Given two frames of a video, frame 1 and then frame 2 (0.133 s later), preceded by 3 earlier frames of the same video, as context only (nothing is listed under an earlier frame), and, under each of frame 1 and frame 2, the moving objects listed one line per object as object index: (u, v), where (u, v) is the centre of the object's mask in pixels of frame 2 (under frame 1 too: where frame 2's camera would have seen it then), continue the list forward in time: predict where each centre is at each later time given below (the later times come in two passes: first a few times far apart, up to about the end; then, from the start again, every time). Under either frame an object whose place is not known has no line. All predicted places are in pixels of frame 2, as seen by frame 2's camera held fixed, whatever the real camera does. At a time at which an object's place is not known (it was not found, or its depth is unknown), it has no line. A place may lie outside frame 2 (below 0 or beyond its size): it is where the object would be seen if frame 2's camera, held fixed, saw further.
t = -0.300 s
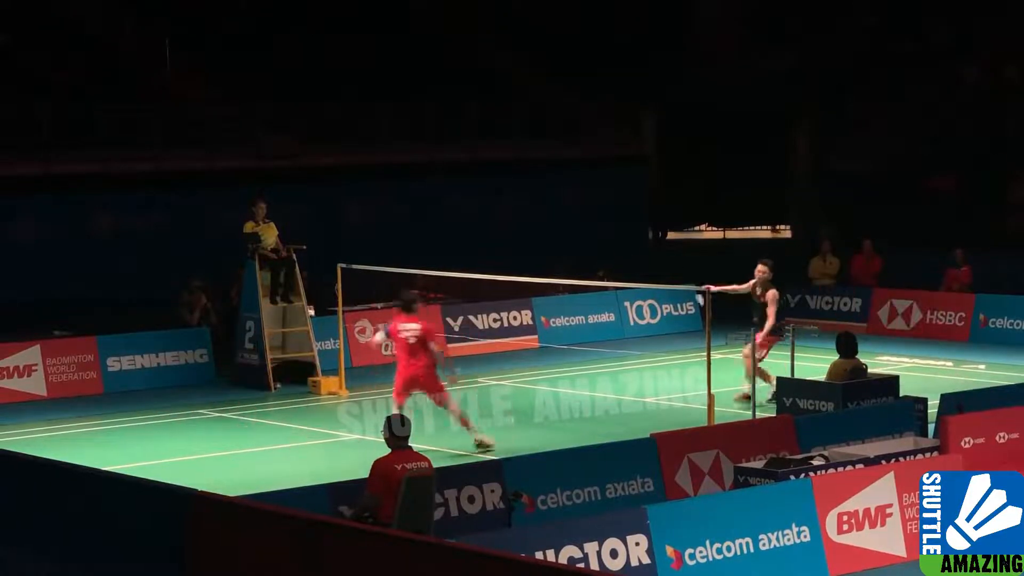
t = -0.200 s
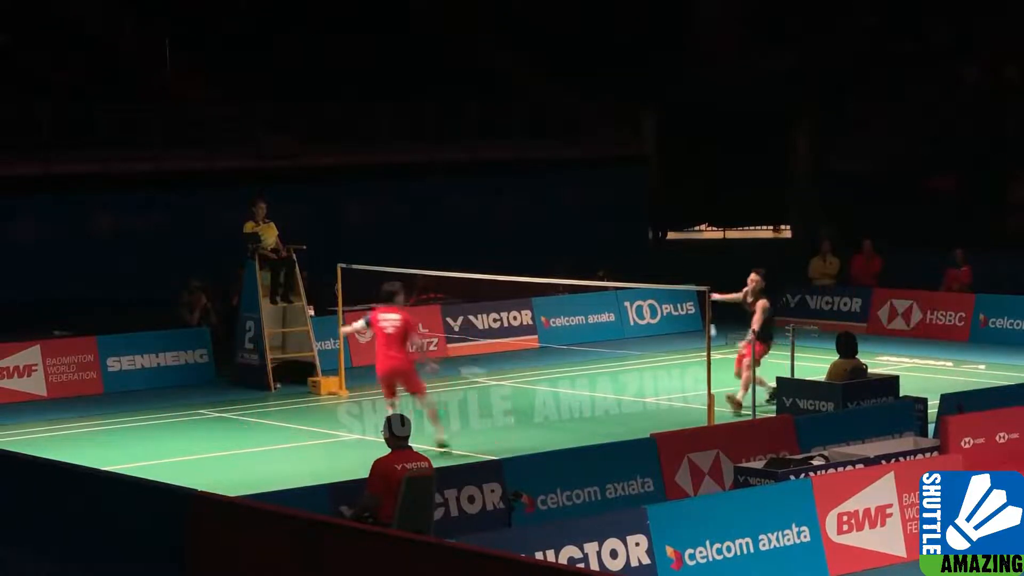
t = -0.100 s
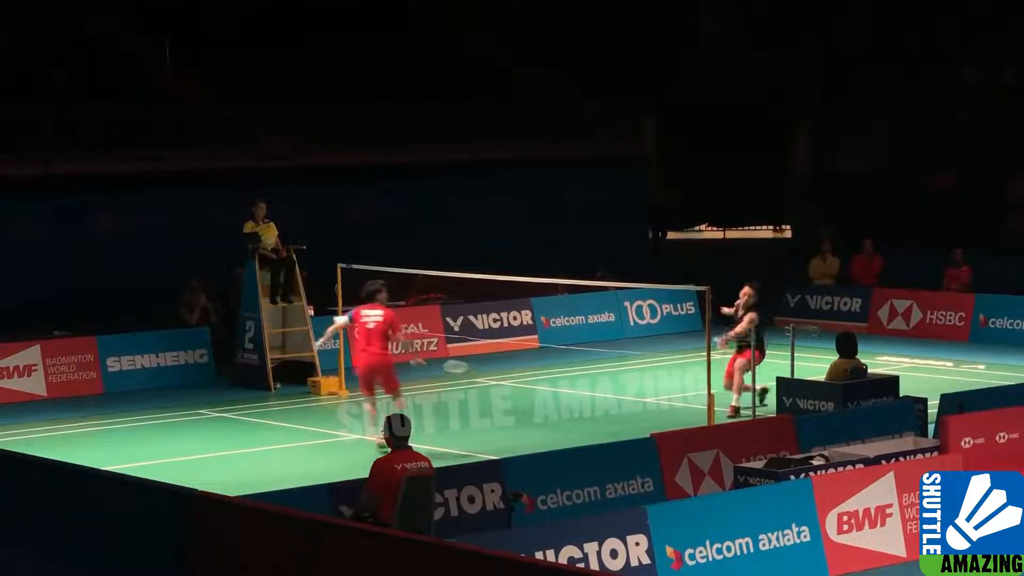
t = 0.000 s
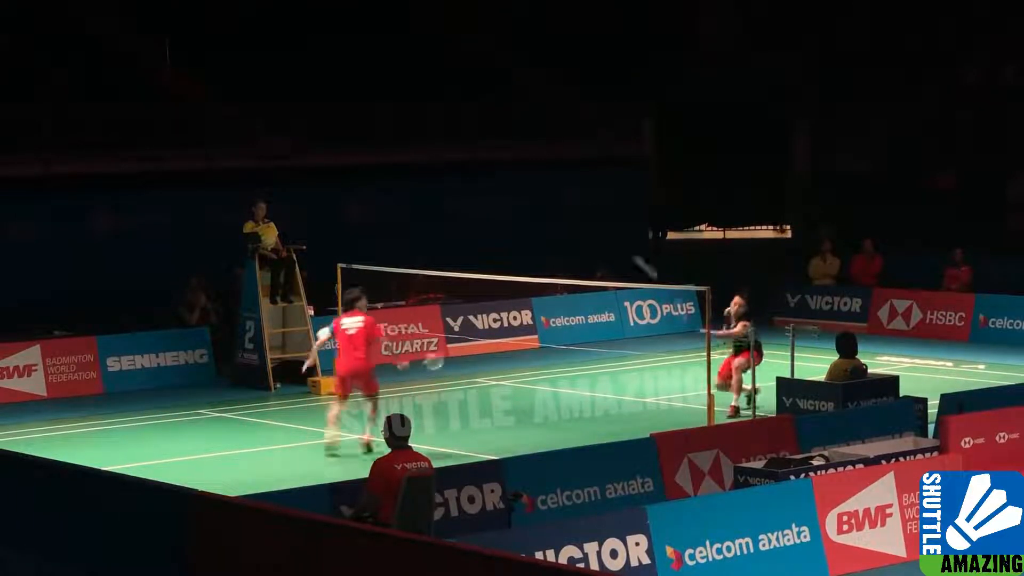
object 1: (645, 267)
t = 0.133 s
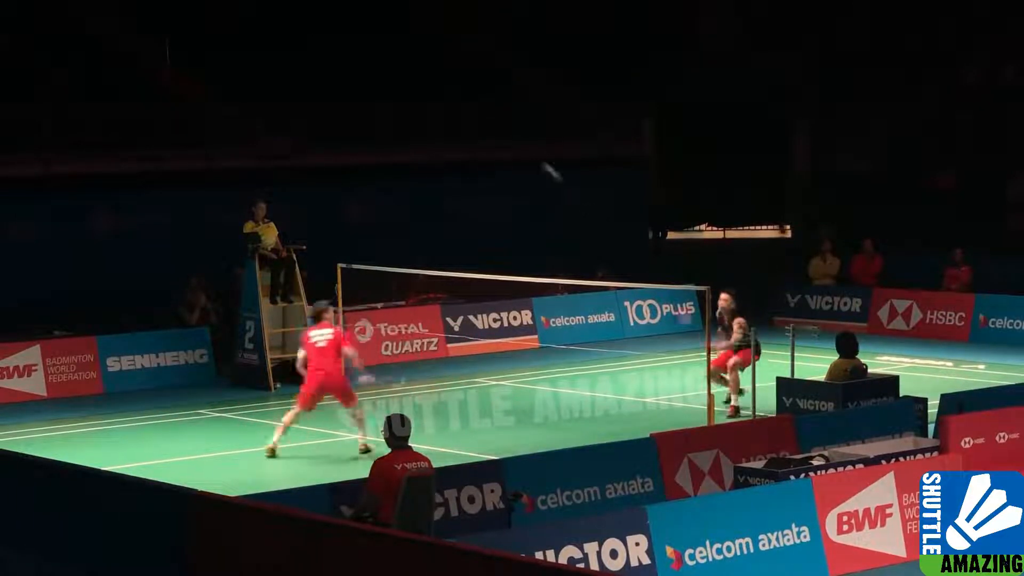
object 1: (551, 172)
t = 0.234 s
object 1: (494, 124)
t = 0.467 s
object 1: (388, 71)
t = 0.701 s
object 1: (296, 80)
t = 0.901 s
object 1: (230, 133)
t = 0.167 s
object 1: (531, 154)
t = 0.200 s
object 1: (512, 138)
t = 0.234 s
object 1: (494, 124)
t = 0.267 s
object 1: (477, 112)
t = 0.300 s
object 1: (461, 102)
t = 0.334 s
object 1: (445, 93)
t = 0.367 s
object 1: (429, 85)
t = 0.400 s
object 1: (415, 79)
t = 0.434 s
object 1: (400, 74)
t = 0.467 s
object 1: (388, 71)
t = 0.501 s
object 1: (373, 69)
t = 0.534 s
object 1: (360, 68)
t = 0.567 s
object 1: (346, 68)
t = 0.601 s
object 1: (333, 69)
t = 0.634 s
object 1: (321, 71)
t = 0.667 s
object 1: (308, 76)
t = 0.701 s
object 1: (296, 80)
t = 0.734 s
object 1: (284, 86)
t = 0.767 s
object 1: (273, 94)
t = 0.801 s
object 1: (262, 102)
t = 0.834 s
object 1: (251, 112)
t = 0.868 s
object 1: (240, 122)
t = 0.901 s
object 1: (230, 133)
